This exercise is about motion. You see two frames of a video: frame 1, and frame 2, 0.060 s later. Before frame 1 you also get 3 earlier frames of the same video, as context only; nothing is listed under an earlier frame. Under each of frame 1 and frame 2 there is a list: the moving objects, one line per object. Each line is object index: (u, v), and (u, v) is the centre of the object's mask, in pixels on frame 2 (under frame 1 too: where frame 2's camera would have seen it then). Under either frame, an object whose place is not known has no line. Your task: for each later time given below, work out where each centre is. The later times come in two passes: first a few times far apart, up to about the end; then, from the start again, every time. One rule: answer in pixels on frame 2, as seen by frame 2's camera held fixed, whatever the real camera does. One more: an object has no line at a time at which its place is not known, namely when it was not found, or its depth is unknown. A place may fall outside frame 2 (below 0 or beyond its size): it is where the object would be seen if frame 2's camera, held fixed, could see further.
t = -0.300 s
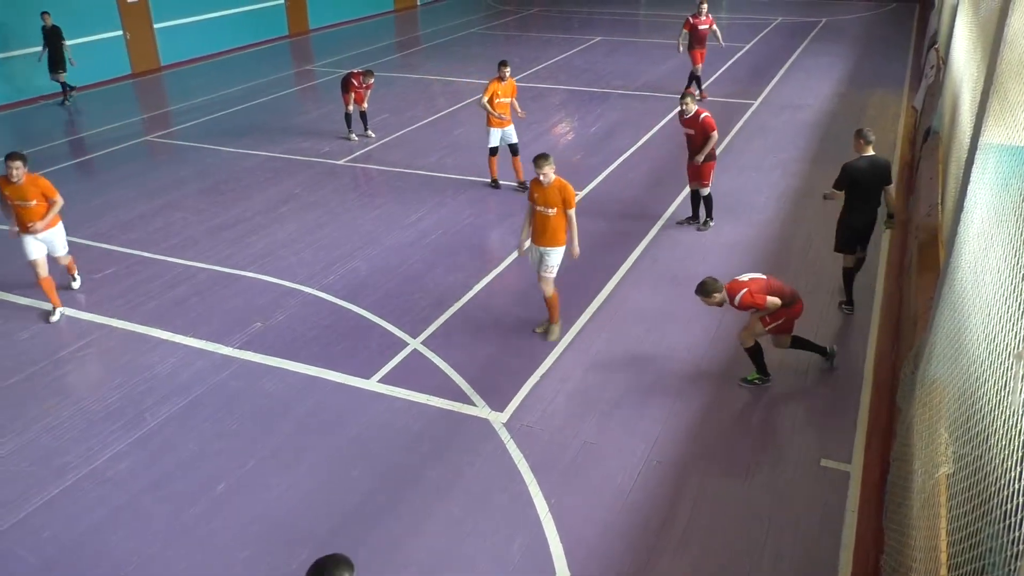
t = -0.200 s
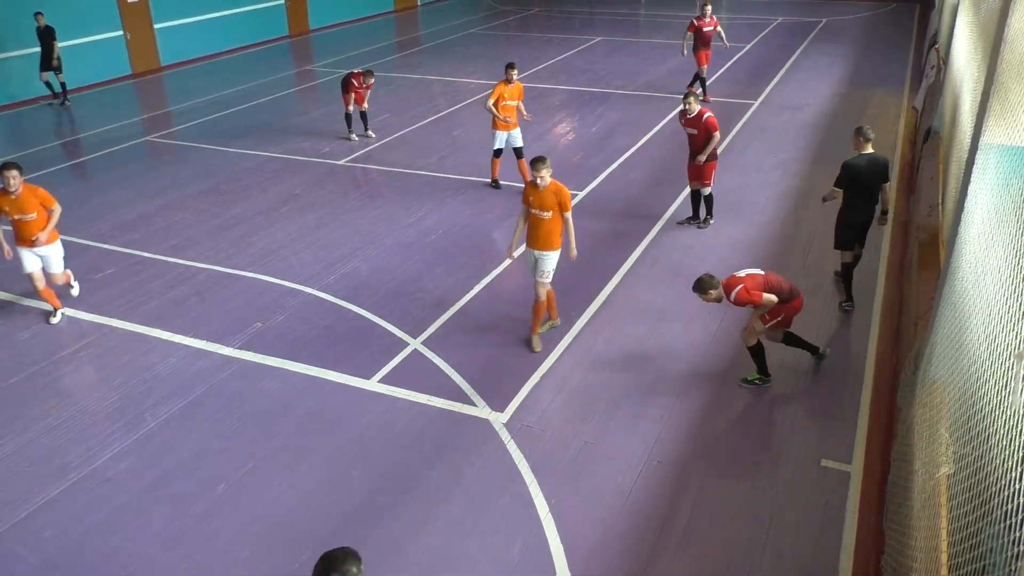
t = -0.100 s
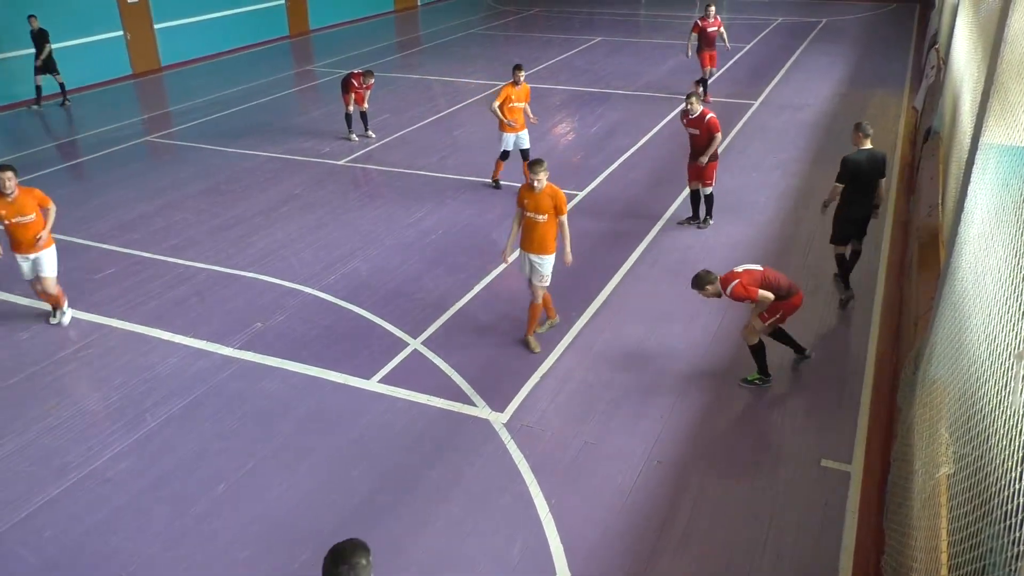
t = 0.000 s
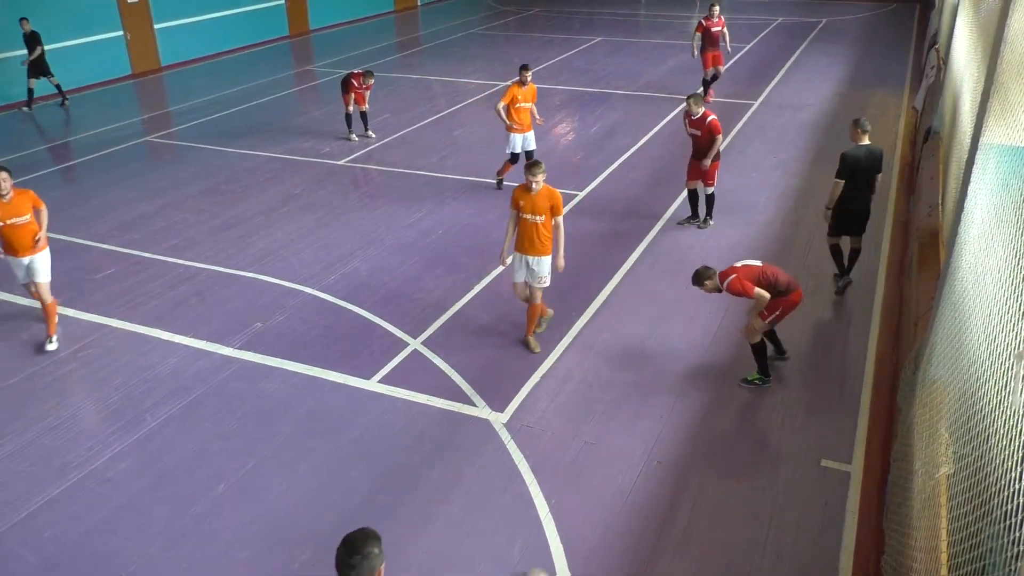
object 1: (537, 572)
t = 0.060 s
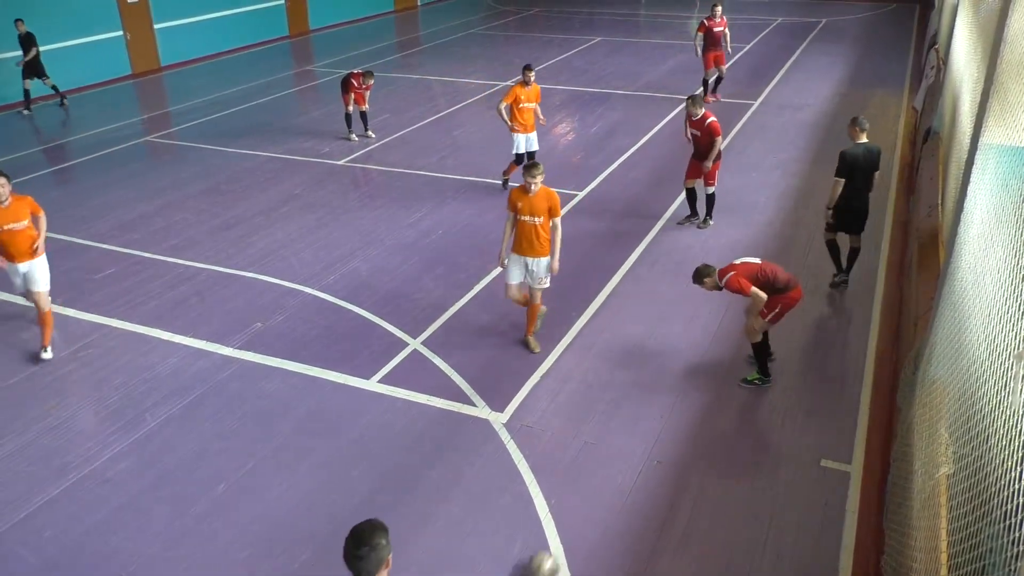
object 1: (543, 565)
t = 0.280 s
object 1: (572, 509)
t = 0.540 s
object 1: (600, 453)
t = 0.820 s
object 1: (623, 404)
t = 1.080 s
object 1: (641, 366)
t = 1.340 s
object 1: (656, 334)
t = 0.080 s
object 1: (546, 561)
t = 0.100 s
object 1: (549, 556)
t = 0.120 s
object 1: (550, 551)
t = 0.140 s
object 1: (554, 545)
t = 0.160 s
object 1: (557, 539)
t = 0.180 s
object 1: (560, 534)
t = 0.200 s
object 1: (562, 529)
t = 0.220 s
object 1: (565, 524)
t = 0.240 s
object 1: (568, 520)
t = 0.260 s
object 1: (570, 515)
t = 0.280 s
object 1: (572, 509)
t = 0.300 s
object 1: (574, 504)
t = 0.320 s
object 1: (577, 500)
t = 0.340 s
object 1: (579, 496)
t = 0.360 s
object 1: (581, 491)
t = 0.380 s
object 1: (584, 487)
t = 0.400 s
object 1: (587, 483)
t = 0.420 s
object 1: (589, 478)
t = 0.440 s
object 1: (591, 474)
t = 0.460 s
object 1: (593, 469)
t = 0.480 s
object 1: (595, 465)
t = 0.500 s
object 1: (597, 461)
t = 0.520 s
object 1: (598, 457)
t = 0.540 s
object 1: (600, 453)
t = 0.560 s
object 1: (601, 449)
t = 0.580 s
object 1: (604, 445)
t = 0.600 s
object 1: (605, 442)
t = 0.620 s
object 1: (607, 438)
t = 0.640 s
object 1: (609, 435)
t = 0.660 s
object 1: (611, 431)
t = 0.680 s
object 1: (612, 427)
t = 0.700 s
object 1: (614, 424)
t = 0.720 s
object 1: (615, 420)
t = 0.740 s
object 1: (618, 417)
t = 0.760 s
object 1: (619, 414)
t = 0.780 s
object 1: (620, 409)
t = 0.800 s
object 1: (622, 407)
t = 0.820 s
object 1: (623, 404)
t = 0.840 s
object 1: (624, 401)
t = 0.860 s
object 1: (626, 397)
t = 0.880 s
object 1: (628, 395)
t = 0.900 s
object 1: (629, 392)
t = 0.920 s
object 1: (631, 389)
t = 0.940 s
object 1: (632, 386)
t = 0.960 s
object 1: (634, 383)
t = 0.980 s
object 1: (636, 380)
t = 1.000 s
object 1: (637, 377)
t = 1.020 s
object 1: (638, 374)
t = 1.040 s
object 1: (639, 372)
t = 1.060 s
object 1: (640, 369)
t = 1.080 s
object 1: (641, 366)
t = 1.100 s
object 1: (642, 363)
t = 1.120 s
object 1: (644, 361)
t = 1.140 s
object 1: (645, 358)
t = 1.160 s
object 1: (646, 356)
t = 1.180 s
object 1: (648, 353)
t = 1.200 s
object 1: (649, 350)
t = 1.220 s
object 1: (651, 348)
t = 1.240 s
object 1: (652, 346)
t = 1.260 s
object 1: (653, 343)
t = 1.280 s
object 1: (654, 340)
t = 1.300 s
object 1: (654, 338)
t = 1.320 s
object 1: (655, 336)
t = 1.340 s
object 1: (656, 334)
